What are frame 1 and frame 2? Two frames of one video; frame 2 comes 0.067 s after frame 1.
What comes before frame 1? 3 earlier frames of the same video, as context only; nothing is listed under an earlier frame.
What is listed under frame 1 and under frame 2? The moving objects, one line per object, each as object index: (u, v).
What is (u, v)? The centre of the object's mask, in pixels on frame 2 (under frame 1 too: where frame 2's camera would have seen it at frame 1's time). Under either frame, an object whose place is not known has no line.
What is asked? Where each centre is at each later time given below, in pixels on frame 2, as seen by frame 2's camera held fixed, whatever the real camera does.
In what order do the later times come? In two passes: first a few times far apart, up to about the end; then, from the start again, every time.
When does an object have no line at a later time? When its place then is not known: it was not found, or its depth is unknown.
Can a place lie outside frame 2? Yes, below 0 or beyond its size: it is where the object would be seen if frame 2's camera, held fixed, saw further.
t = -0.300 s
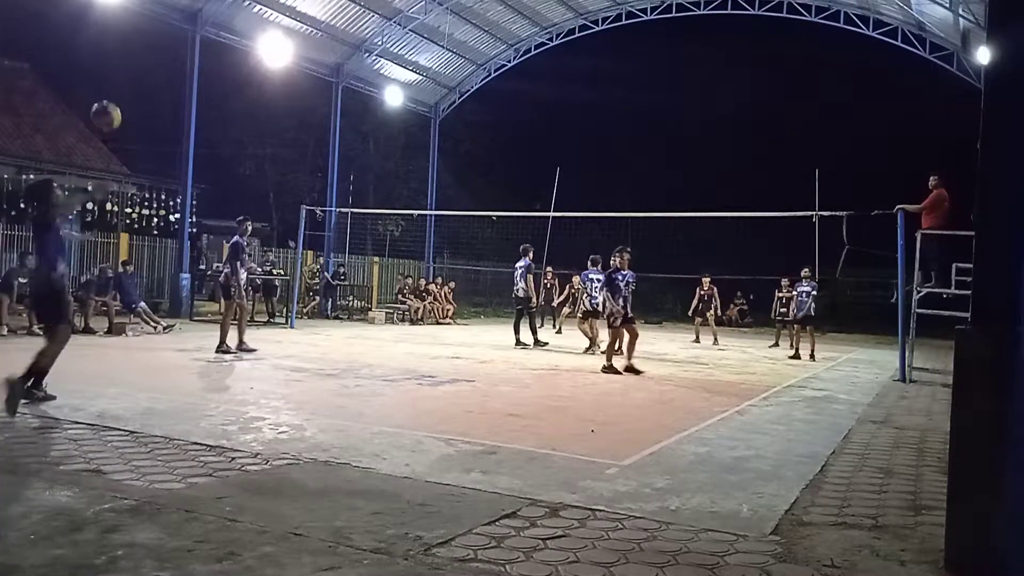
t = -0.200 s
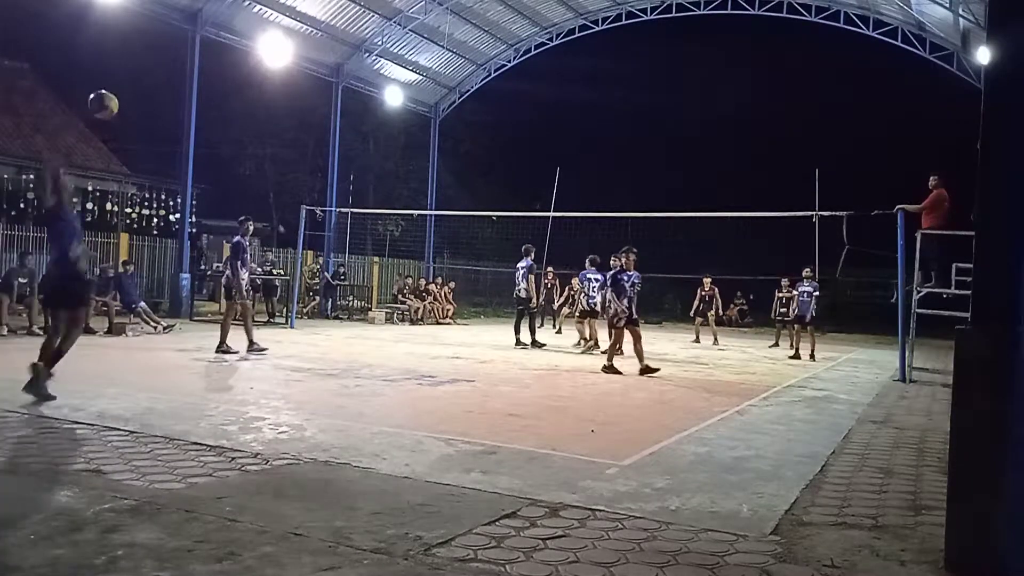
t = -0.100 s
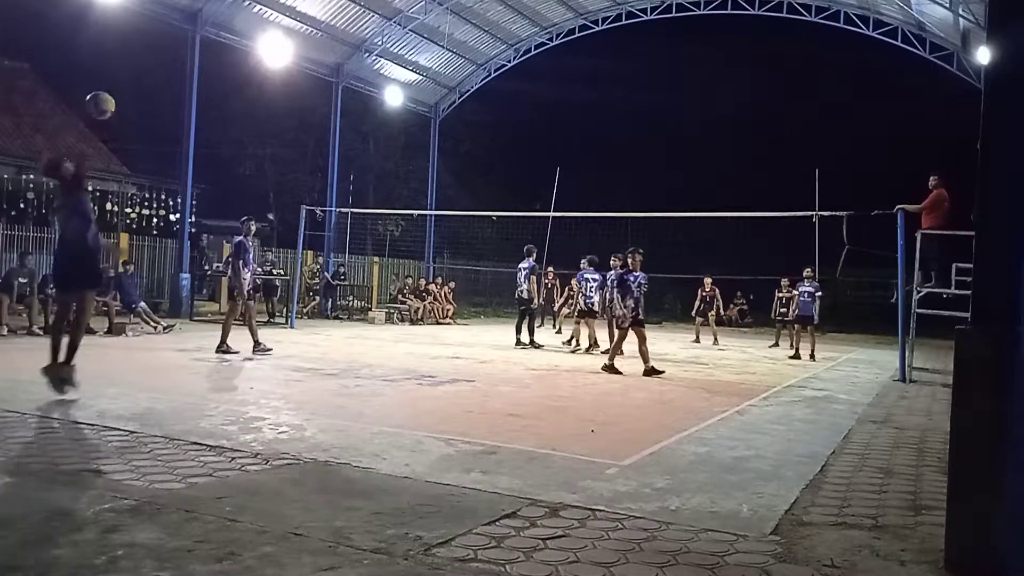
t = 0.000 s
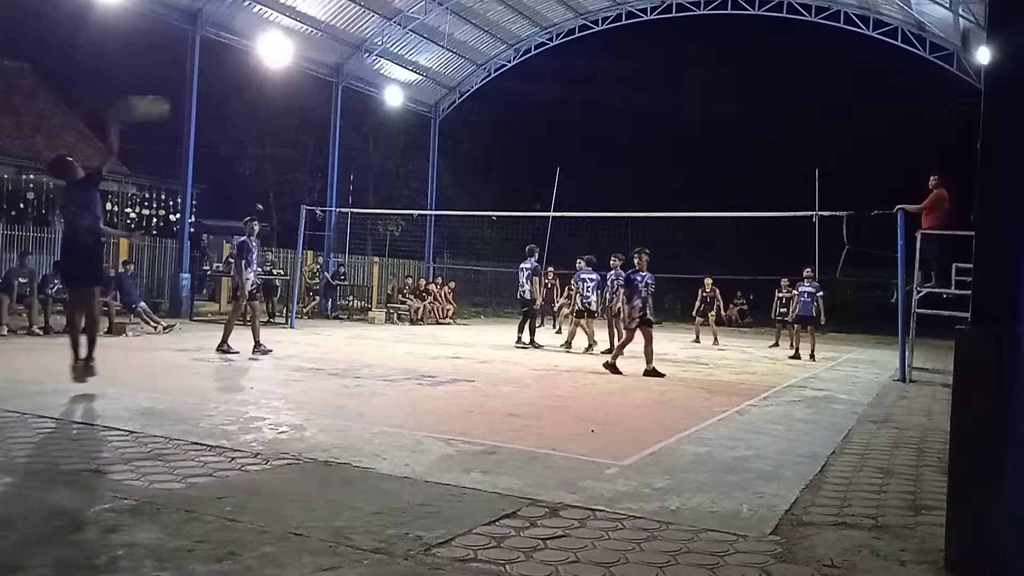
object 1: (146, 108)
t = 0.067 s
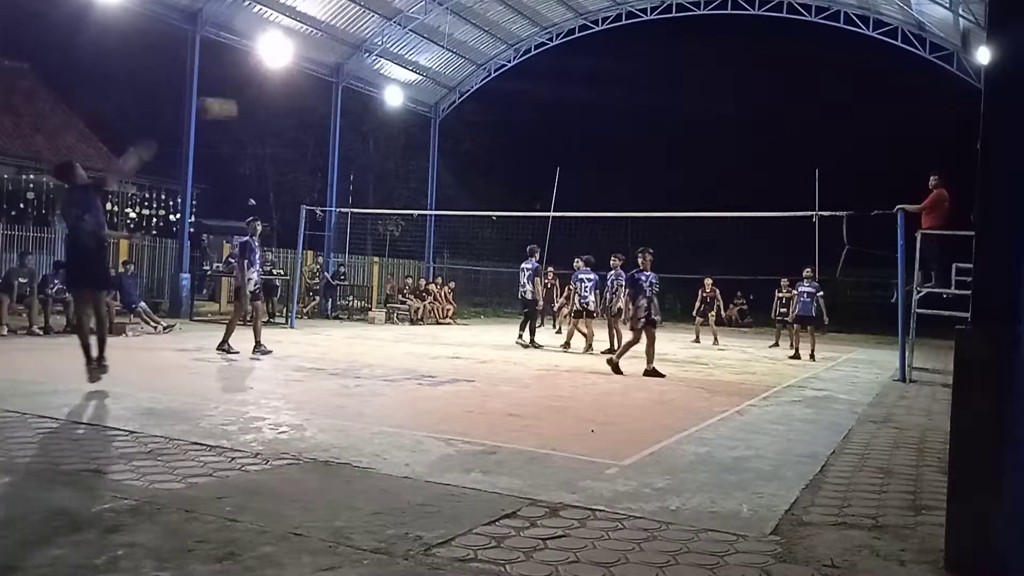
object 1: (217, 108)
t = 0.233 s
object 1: (339, 124)
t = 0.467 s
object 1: (443, 170)
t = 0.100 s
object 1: (243, 110)
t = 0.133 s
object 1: (271, 113)
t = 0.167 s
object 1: (296, 116)
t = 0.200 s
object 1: (318, 119)
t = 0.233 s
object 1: (339, 124)
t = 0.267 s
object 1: (357, 130)
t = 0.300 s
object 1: (374, 135)
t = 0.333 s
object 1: (390, 141)
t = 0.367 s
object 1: (405, 148)
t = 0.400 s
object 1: (417, 154)
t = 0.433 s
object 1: (430, 162)
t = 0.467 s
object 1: (443, 170)
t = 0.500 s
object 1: (452, 178)
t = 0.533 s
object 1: (463, 186)
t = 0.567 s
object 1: (472, 194)
